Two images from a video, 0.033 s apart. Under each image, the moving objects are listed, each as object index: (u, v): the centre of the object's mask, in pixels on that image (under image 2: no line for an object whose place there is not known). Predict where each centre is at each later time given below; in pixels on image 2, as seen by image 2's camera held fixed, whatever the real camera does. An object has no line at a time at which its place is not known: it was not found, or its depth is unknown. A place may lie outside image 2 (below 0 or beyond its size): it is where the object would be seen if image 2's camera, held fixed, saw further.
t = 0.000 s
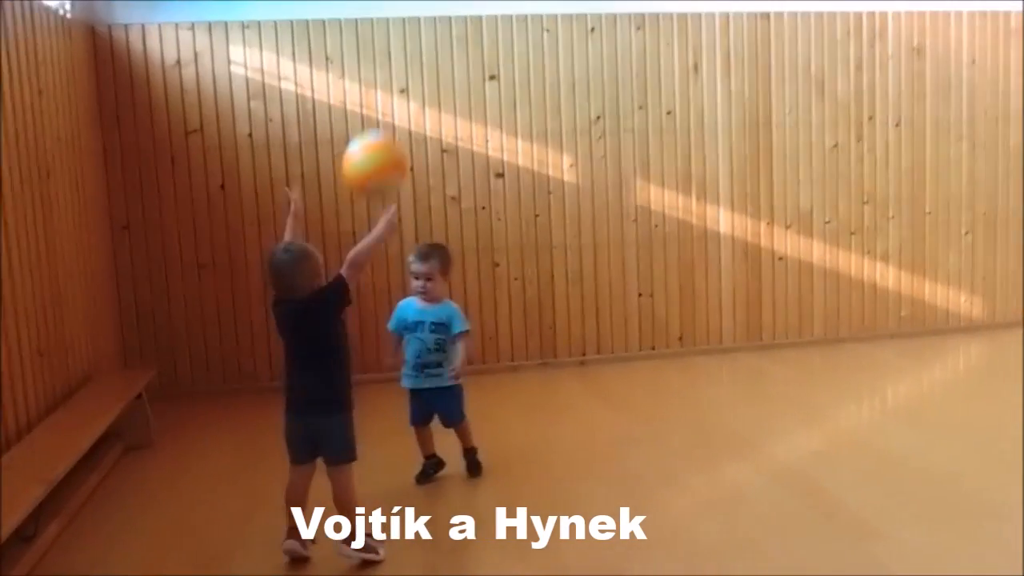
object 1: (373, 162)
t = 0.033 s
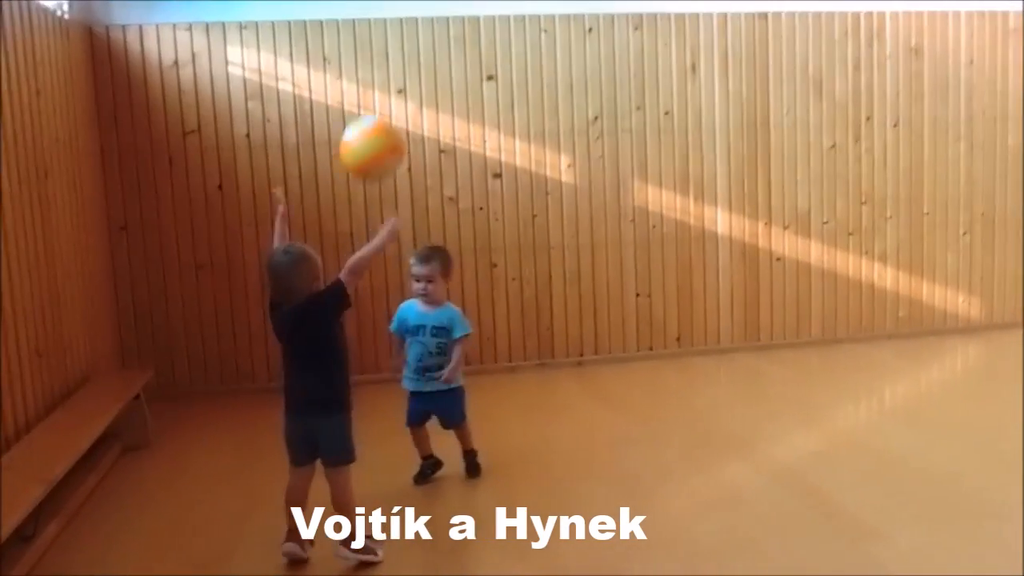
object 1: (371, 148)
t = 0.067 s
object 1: (371, 133)
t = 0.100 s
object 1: (371, 122)
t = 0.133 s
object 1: (371, 116)
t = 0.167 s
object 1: (372, 113)
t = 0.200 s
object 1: (374, 113)
